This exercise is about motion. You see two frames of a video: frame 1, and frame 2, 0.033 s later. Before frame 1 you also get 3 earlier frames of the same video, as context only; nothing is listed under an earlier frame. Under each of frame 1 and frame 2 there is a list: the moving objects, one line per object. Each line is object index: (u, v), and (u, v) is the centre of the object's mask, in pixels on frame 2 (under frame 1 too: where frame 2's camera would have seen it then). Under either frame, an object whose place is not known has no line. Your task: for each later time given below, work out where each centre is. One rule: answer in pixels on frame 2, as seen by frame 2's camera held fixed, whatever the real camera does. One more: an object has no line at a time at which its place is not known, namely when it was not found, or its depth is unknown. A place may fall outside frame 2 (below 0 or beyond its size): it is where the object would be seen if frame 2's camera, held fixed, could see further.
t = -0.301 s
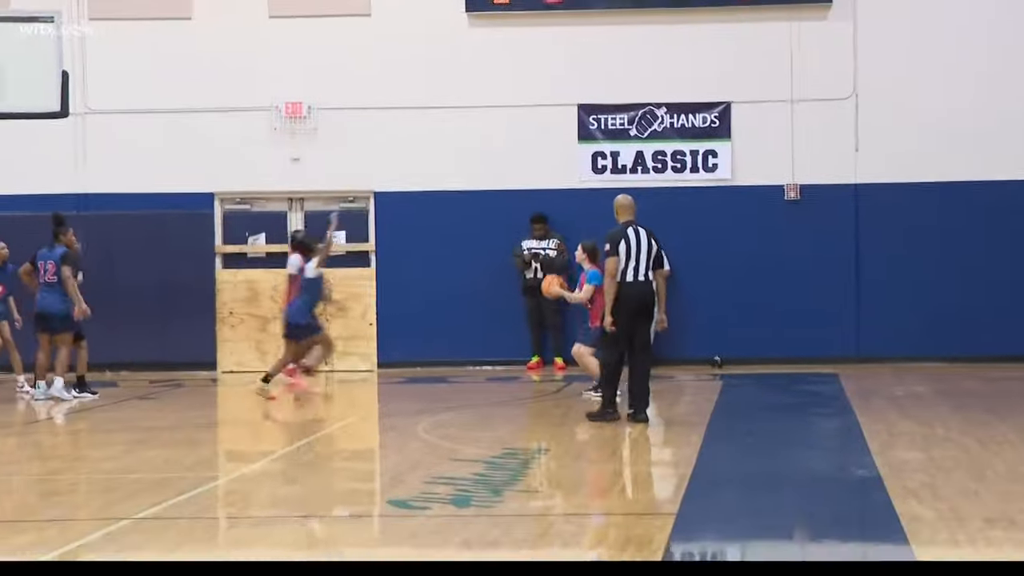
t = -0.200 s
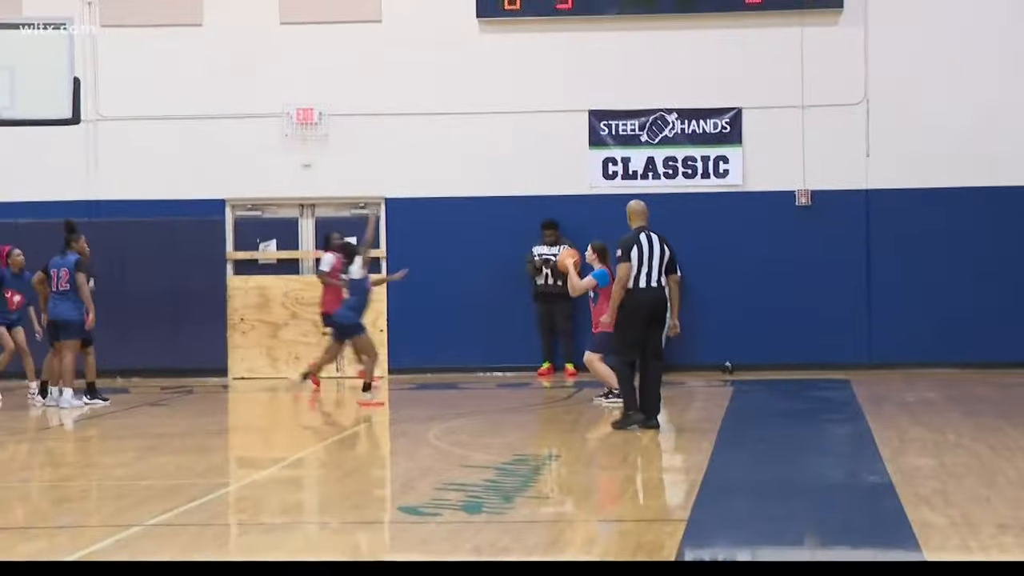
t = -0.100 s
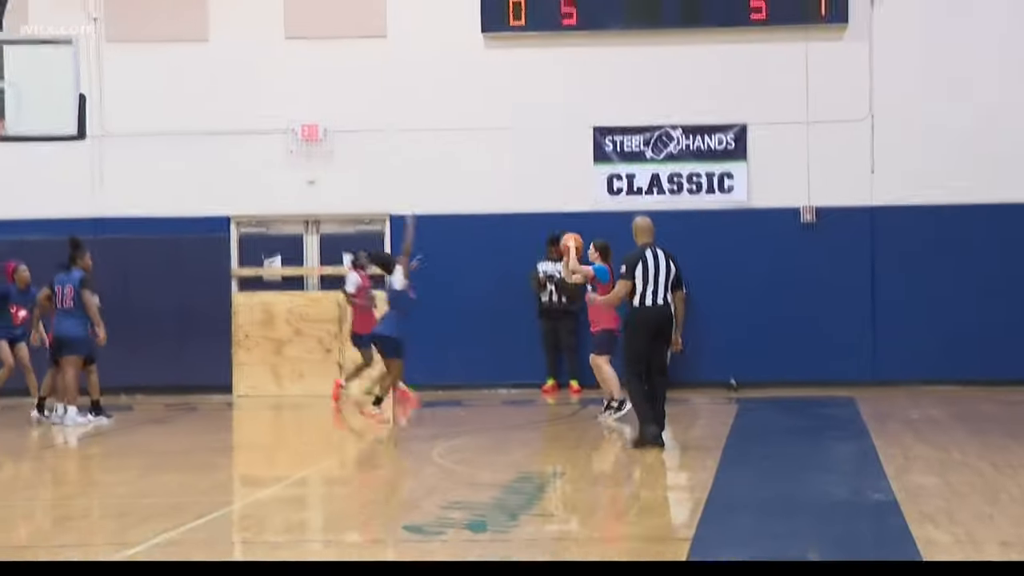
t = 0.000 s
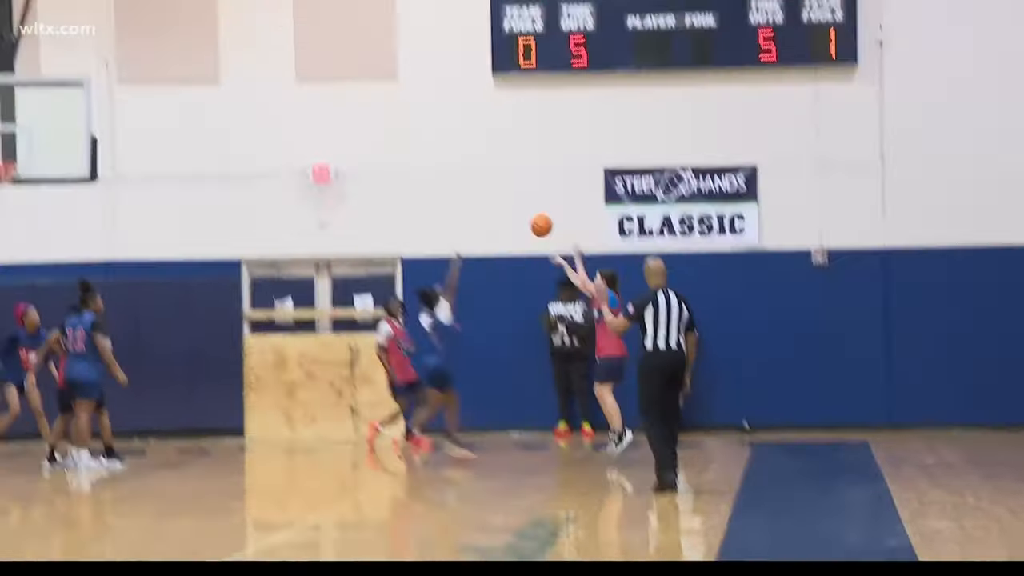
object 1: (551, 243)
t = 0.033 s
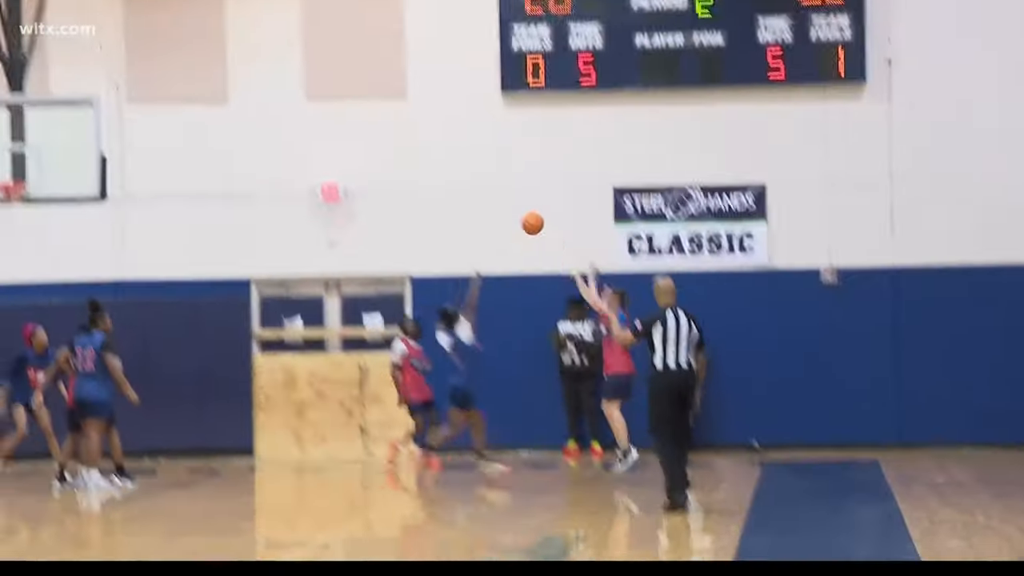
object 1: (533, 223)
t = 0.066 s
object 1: (514, 204)
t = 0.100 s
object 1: (496, 186)
